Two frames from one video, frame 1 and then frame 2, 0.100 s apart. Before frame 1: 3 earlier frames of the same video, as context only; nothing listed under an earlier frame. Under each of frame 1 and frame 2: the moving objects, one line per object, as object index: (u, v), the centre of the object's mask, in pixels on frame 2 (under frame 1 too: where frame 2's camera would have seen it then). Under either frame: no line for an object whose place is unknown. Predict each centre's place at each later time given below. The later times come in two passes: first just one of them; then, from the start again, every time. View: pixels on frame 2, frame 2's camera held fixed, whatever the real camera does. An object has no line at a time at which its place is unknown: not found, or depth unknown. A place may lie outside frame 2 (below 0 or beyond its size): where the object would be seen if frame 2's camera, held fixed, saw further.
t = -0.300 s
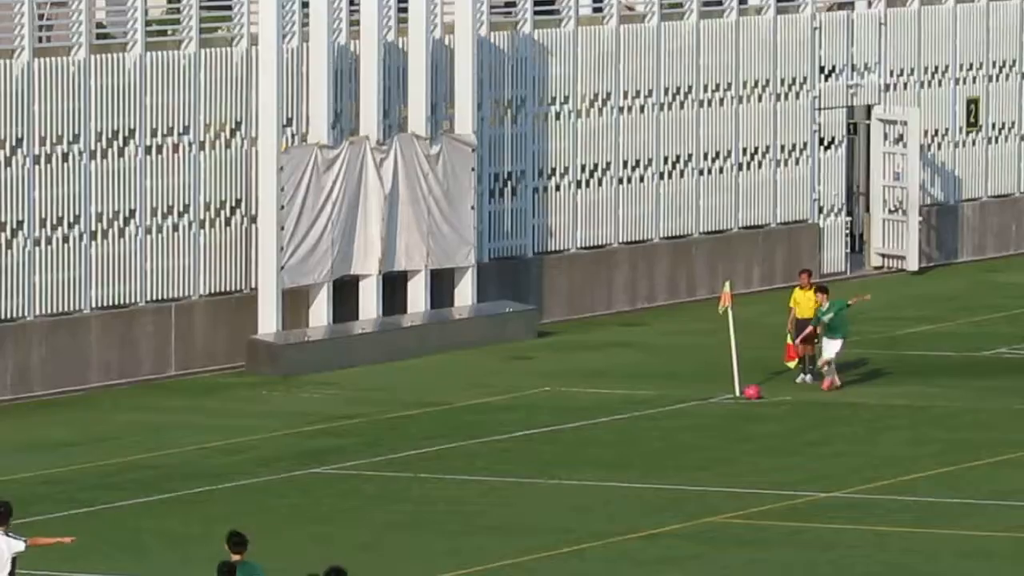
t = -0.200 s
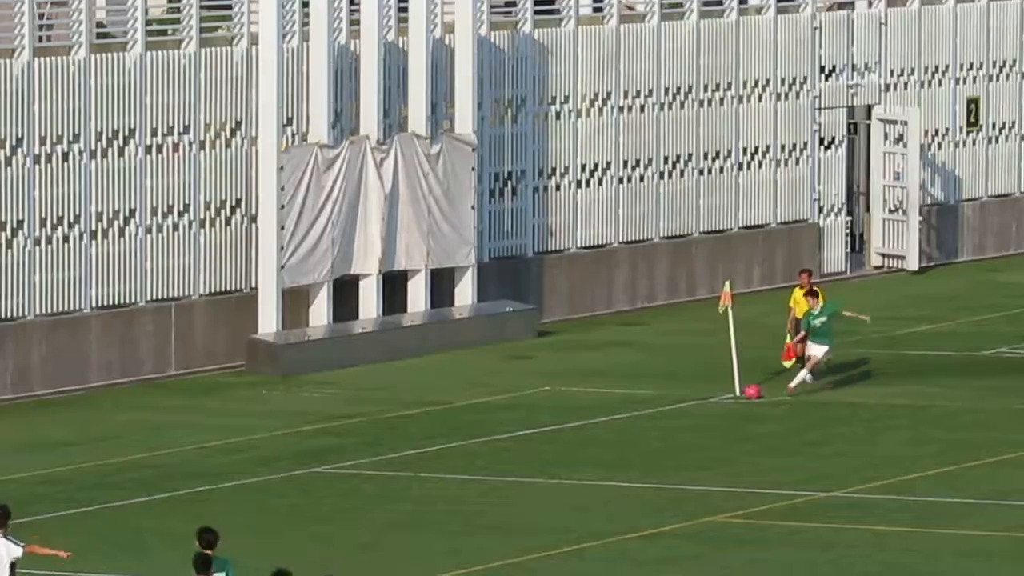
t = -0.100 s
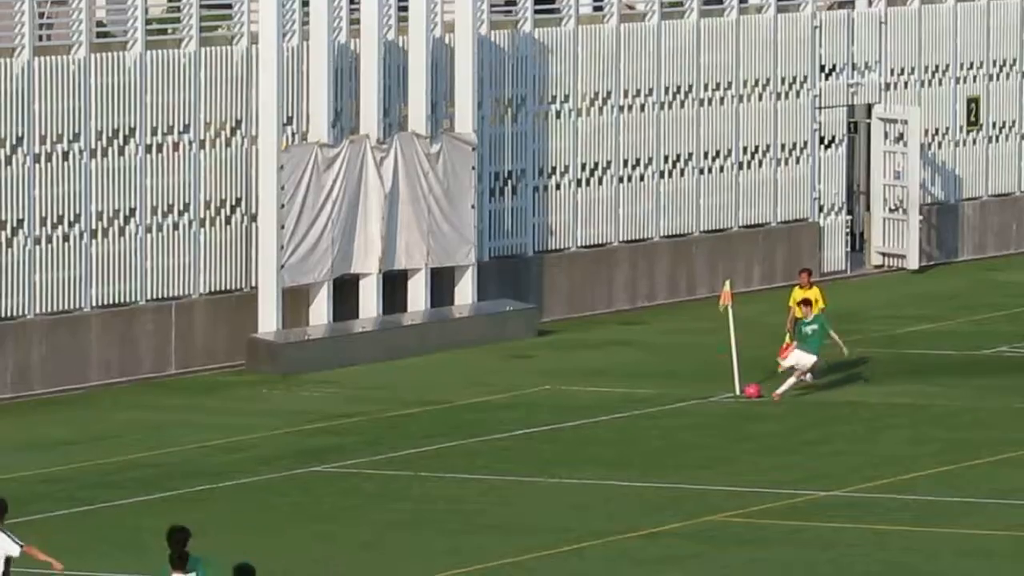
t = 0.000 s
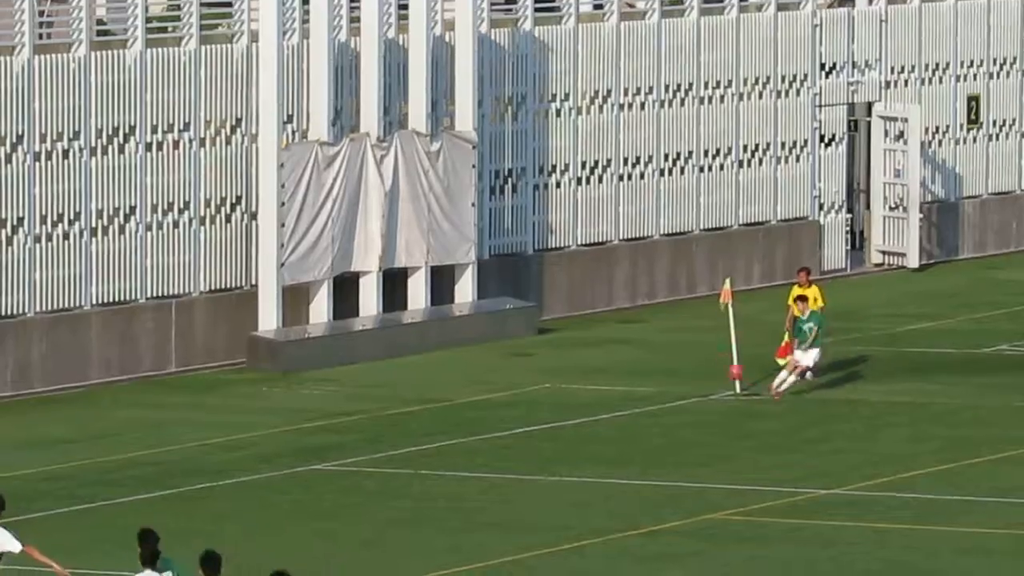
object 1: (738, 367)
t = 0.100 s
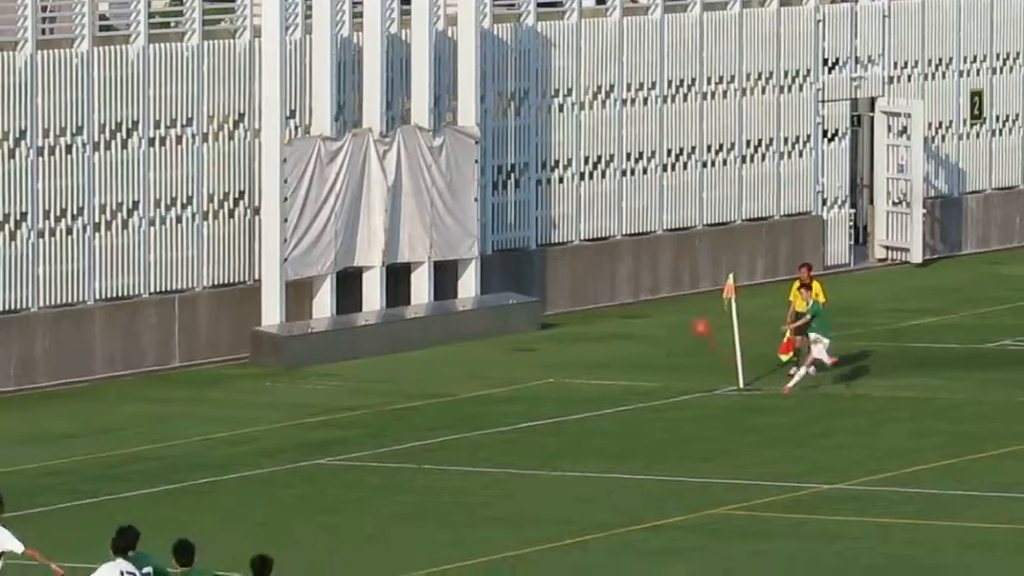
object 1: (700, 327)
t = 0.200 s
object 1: (664, 292)
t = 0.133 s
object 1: (690, 316)
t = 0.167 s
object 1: (675, 303)
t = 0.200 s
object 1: (664, 292)
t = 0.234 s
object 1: (651, 282)
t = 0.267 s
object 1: (638, 270)
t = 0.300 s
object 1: (623, 261)
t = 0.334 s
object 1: (610, 250)
